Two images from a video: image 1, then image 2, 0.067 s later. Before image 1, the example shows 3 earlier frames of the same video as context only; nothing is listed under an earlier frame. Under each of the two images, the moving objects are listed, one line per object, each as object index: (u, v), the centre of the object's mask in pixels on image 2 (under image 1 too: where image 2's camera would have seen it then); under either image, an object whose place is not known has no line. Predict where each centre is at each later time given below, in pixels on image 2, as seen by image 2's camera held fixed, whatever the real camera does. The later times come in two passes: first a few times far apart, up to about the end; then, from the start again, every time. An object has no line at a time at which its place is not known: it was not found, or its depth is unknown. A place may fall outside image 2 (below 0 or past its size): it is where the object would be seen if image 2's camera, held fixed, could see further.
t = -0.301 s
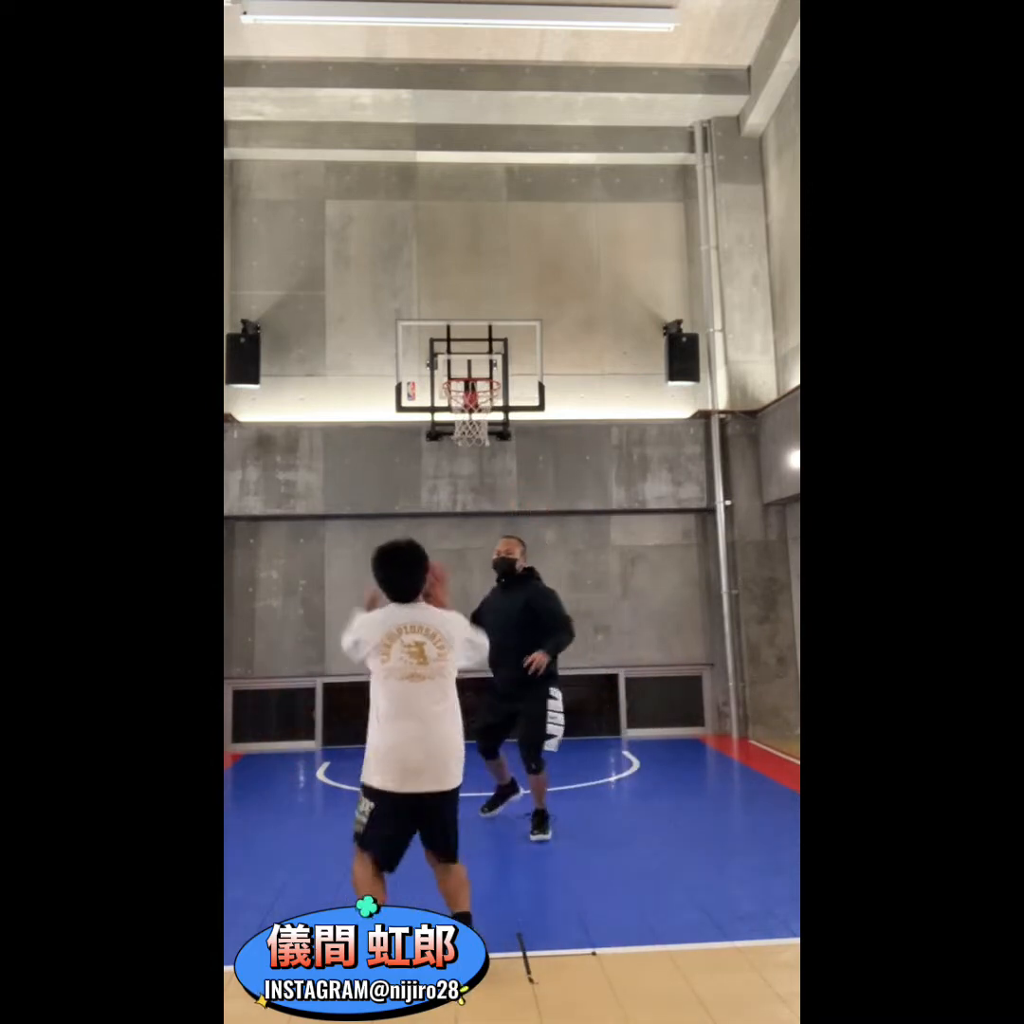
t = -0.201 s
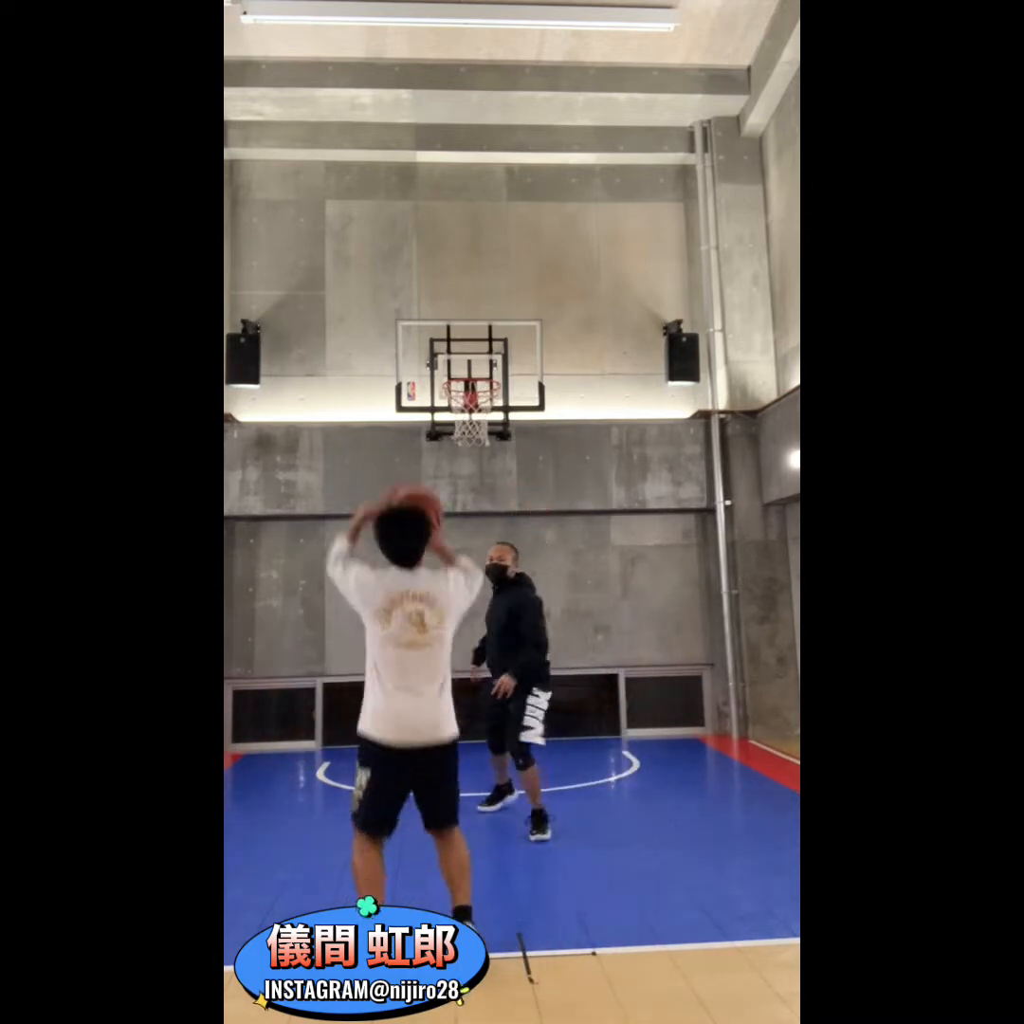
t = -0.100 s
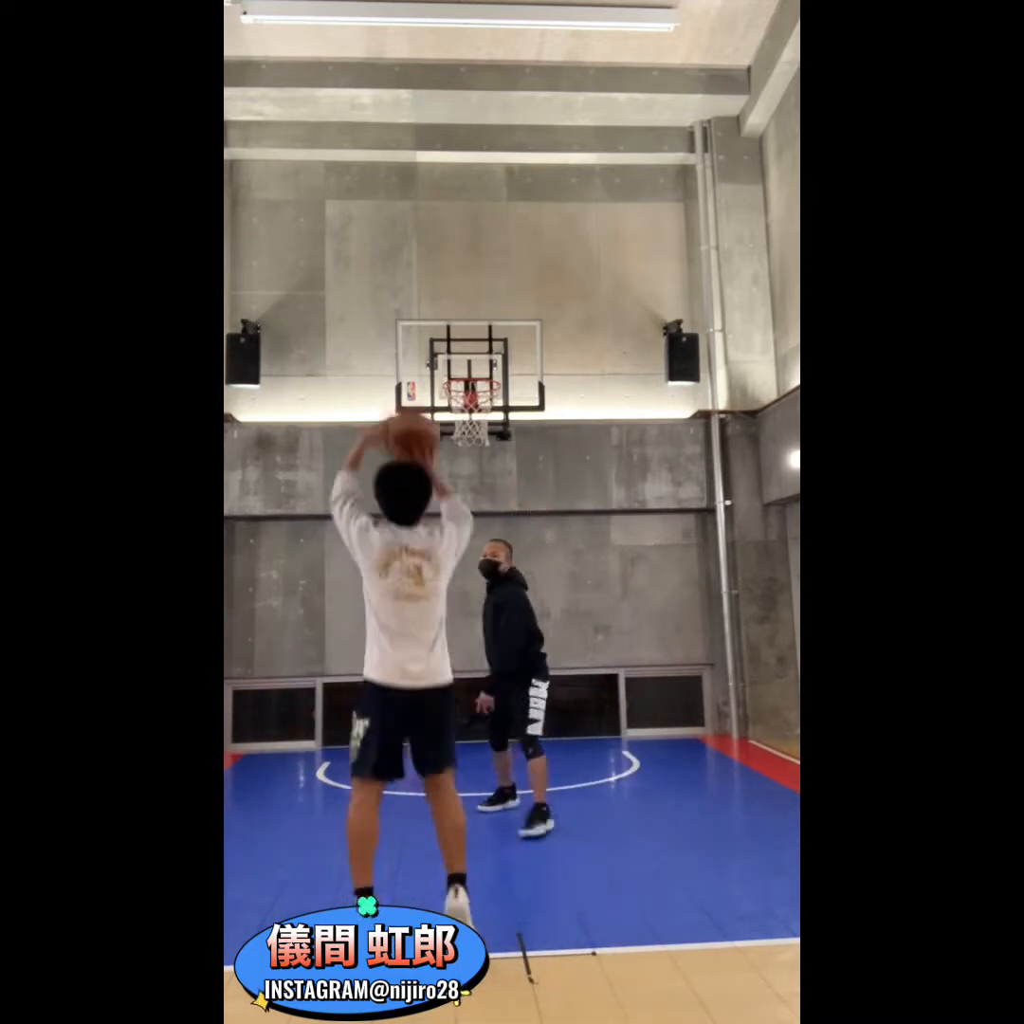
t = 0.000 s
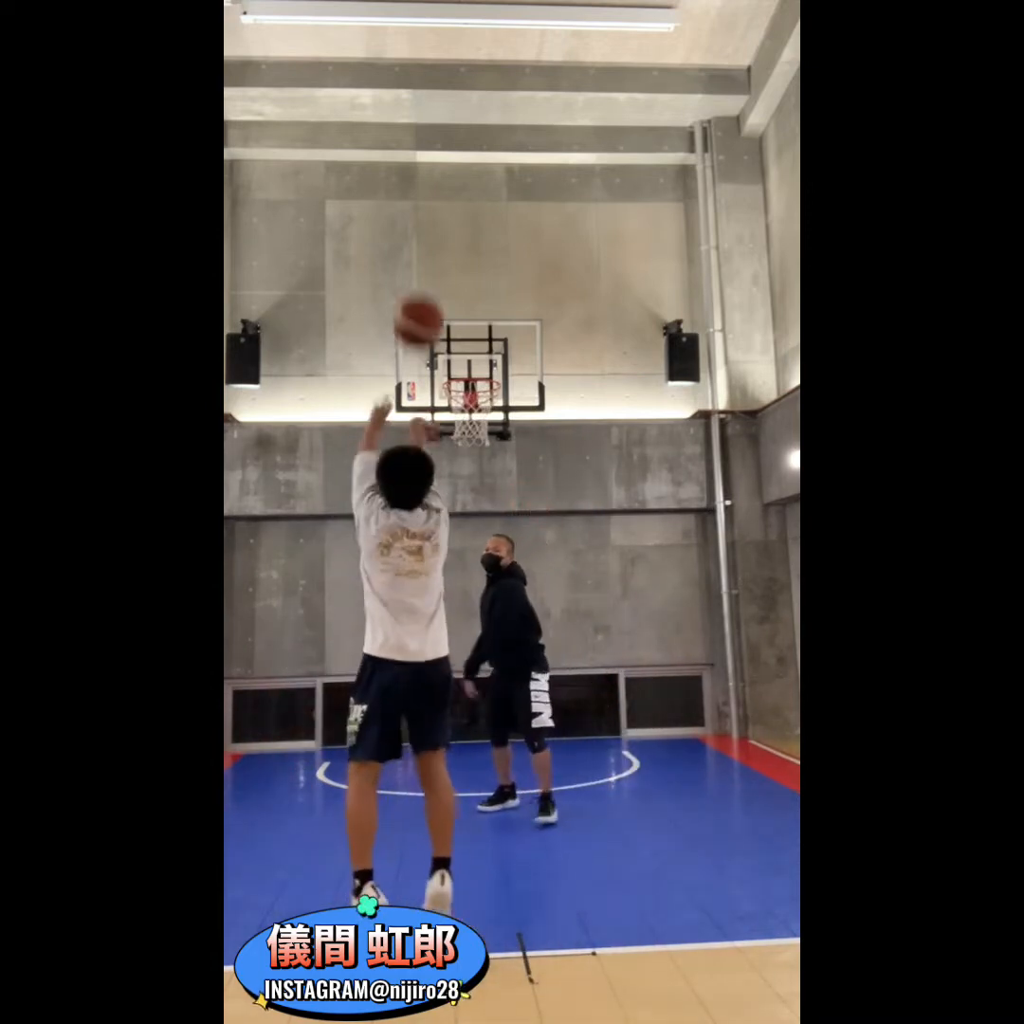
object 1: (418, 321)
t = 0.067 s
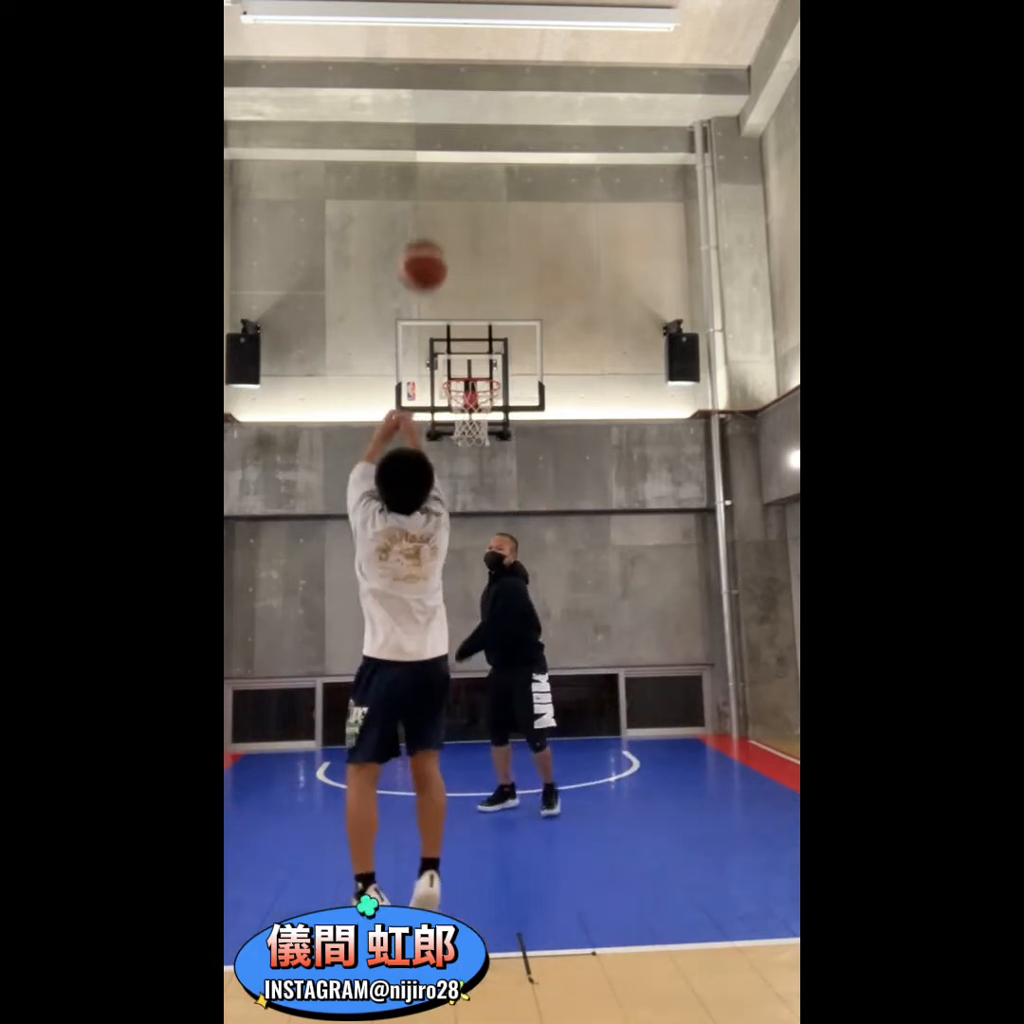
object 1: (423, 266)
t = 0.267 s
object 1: (437, 178)
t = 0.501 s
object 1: (452, 177)
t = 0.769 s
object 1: (466, 261)
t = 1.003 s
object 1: (477, 369)
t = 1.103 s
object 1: (481, 375)
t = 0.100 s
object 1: (426, 243)
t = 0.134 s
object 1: (428, 225)
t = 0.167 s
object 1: (430, 210)
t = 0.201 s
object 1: (432, 197)
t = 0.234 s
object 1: (435, 186)
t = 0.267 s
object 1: (437, 178)
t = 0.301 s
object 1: (439, 173)
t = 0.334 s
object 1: (440, 170)
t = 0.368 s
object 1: (443, 167)
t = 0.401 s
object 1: (446, 167)
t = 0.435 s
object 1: (448, 169)
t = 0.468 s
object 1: (449, 172)
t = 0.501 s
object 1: (452, 177)
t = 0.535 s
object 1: (454, 183)
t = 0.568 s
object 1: (455, 191)
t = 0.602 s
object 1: (457, 201)
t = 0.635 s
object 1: (459, 211)
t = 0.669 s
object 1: (461, 222)
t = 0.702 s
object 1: (463, 233)
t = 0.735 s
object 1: (465, 247)
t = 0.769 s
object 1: (466, 261)
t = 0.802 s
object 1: (468, 276)
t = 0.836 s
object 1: (470, 292)
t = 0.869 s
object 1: (471, 309)
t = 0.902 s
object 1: (472, 327)
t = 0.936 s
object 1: (473, 344)
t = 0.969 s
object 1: (475, 365)
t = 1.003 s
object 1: (477, 369)
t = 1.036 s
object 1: (478, 369)
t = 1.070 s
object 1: (480, 371)
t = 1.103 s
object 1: (481, 375)
